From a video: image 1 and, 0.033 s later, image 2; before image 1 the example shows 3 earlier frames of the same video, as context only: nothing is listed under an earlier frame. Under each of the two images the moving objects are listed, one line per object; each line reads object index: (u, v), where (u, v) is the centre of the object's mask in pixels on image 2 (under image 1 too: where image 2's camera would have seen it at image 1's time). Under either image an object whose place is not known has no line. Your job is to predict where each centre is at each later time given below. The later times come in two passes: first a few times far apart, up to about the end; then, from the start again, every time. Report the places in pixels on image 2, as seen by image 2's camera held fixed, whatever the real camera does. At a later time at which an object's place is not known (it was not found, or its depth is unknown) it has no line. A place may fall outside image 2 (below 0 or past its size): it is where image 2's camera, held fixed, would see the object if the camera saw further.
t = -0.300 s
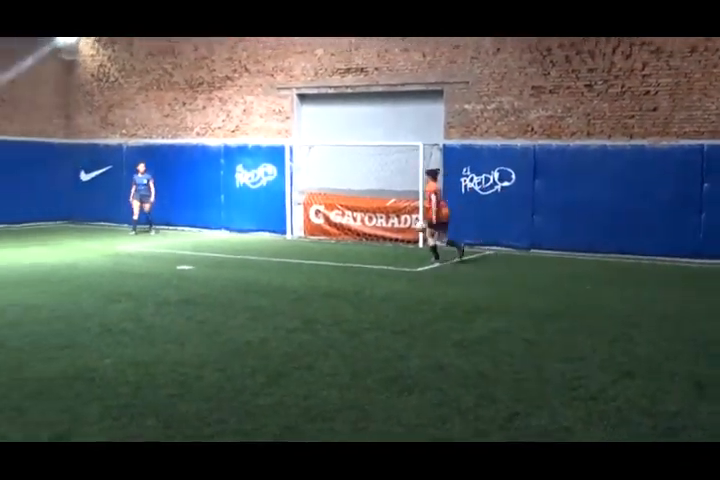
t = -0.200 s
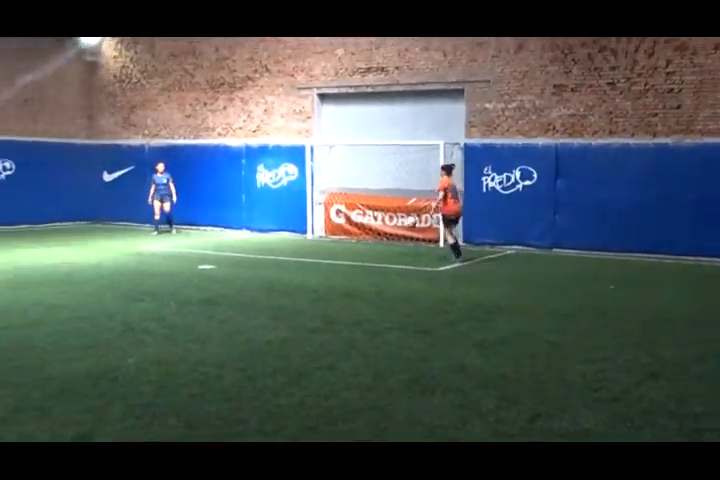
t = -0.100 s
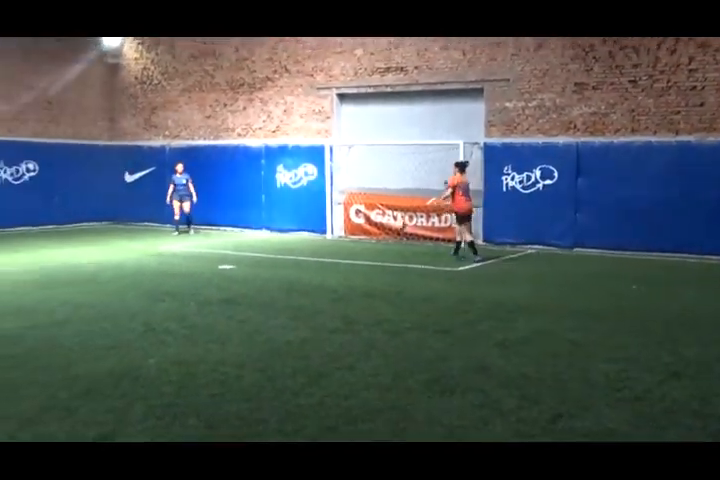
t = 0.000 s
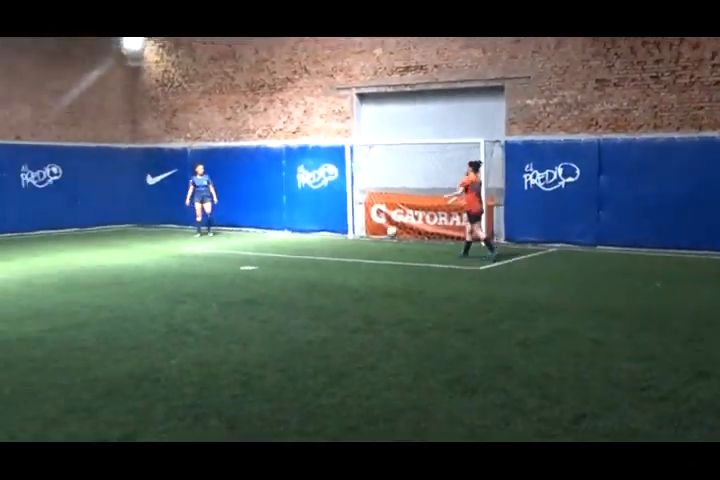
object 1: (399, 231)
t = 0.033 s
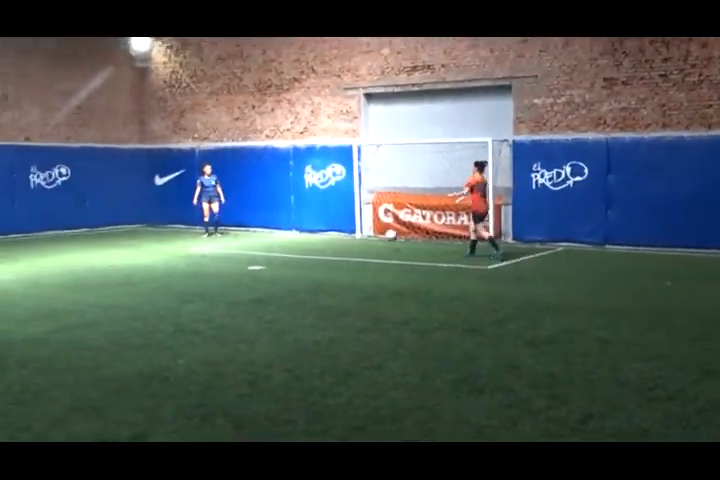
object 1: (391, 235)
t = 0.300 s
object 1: (336, 233)
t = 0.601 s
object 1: (289, 239)
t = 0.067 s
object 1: (381, 240)
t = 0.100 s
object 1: (372, 244)
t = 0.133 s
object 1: (366, 242)
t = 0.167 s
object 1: (360, 239)
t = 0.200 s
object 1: (354, 236)
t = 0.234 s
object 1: (348, 234)
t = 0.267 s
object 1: (342, 234)
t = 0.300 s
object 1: (336, 233)
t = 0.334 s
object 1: (330, 233)
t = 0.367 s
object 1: (324, 233)
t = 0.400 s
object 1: (319, 234)
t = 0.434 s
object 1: (314, 236)
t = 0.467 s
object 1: (307, 240)
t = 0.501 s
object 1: (304, 240)
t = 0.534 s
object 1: (300, 238)
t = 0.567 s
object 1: (294, 236)
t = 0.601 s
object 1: (289, 239)
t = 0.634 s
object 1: (284, 236)
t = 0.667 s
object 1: (279, 236)
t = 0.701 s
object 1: (276, 237)
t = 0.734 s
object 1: (271, 237)
